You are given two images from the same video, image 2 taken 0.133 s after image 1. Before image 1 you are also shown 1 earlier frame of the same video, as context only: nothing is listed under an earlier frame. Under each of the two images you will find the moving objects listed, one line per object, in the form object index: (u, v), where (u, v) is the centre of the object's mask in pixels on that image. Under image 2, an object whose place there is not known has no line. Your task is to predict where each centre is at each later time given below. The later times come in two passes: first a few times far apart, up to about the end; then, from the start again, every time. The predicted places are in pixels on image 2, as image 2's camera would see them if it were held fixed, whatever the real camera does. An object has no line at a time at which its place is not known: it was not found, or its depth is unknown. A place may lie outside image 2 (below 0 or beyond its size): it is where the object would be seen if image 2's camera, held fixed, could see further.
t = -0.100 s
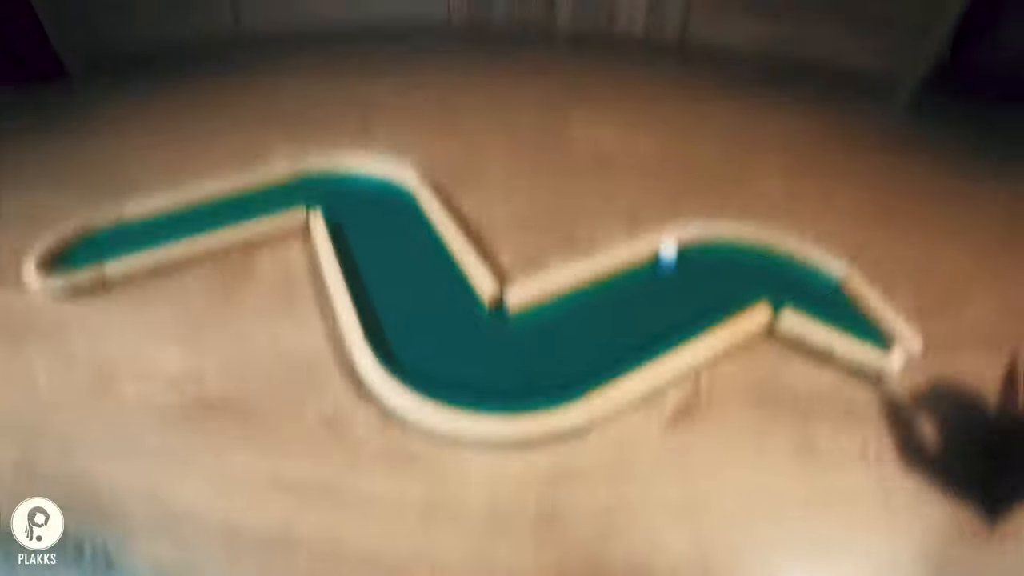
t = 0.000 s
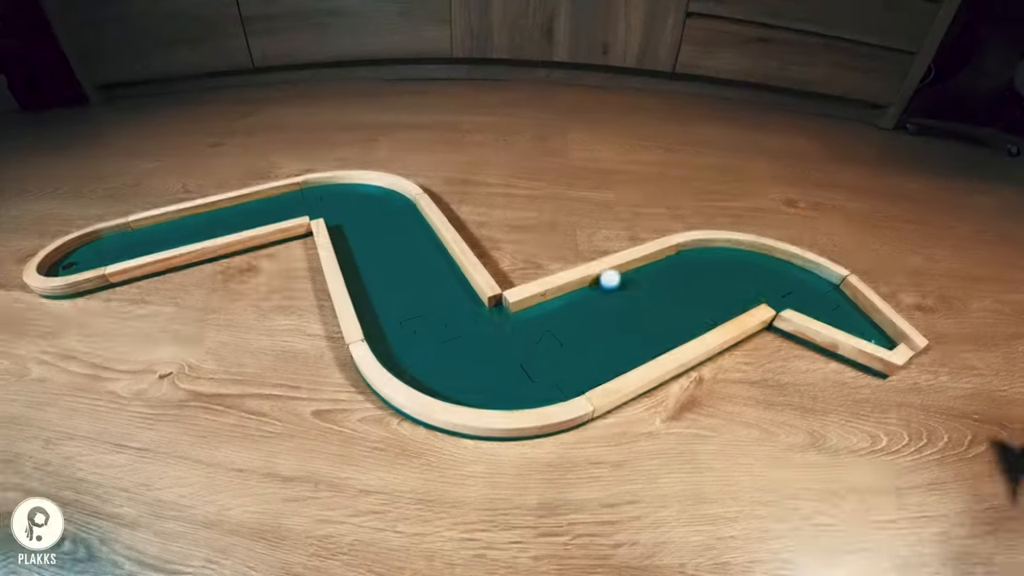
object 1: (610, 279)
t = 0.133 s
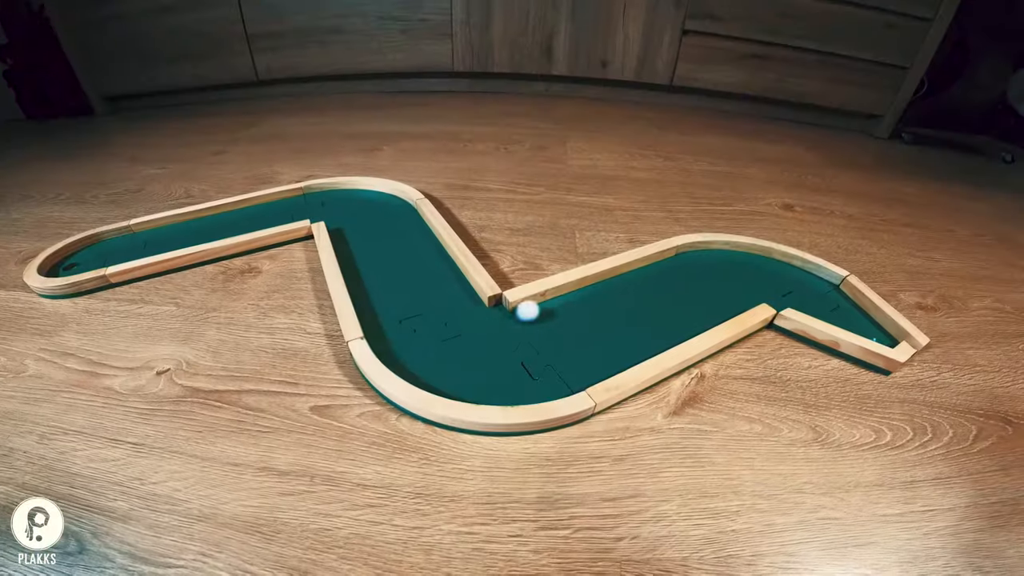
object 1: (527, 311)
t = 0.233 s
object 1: (455, 337)
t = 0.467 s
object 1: (414, 329)
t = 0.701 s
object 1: (420, 299)
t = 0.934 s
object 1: (428, 274)
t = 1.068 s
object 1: (435, 261)
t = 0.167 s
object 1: (504, 320)
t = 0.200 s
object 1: (480, 328)
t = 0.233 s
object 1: (455, 337)
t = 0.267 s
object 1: (429, 345)
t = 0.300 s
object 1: (402, 353)
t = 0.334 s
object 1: (396, 352)
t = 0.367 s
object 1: (404, 345)
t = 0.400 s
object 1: (411, 339)
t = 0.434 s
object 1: (413, 333)
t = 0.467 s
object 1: (414, 329)
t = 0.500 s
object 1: (415, 324)
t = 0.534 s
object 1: (416, 320)
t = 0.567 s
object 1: (416, 316)
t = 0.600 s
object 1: (417, 312)
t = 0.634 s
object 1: (418, 307)
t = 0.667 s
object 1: (419, 303)
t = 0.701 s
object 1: (420, 299)
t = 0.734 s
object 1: (421, 296)
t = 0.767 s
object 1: (422, 292)
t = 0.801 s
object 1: (423, 288)
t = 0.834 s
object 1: (424, 285)
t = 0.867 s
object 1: (426, 281)
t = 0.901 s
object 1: (427, 277)
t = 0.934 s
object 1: (428, 274)
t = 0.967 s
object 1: (430, 271)
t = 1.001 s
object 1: (431, 267)
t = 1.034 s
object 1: (433, 264)
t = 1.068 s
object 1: (435, 261)
